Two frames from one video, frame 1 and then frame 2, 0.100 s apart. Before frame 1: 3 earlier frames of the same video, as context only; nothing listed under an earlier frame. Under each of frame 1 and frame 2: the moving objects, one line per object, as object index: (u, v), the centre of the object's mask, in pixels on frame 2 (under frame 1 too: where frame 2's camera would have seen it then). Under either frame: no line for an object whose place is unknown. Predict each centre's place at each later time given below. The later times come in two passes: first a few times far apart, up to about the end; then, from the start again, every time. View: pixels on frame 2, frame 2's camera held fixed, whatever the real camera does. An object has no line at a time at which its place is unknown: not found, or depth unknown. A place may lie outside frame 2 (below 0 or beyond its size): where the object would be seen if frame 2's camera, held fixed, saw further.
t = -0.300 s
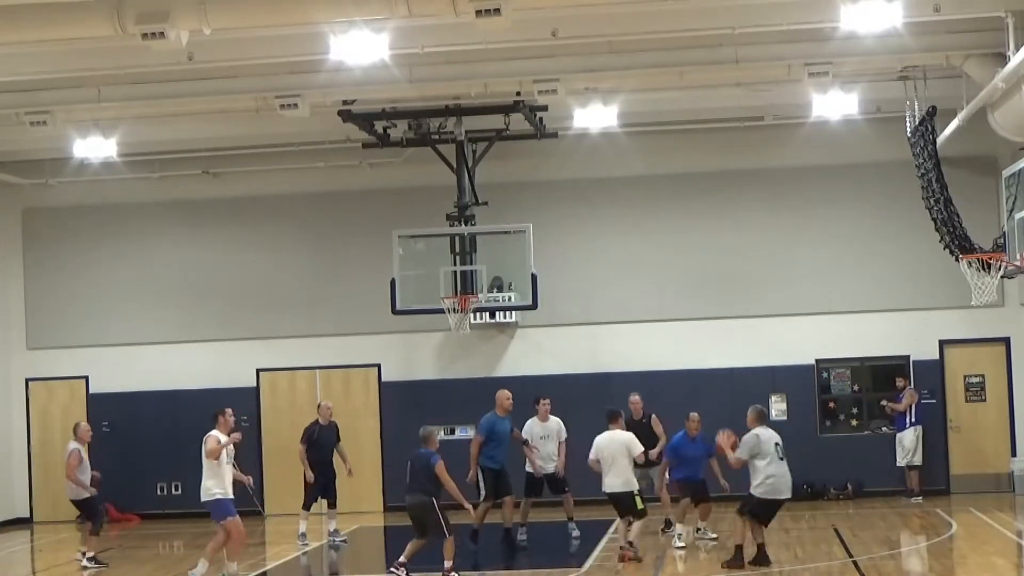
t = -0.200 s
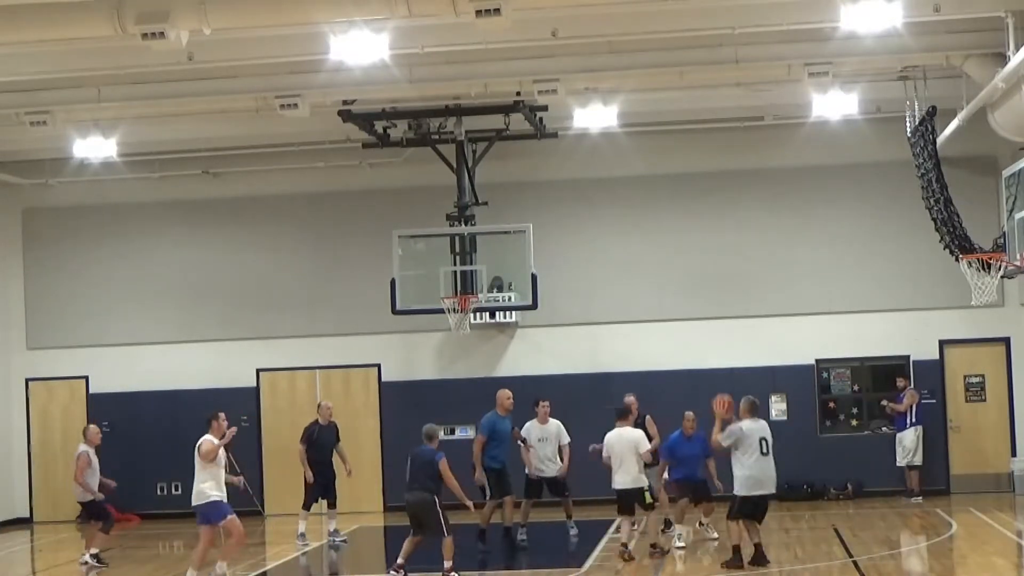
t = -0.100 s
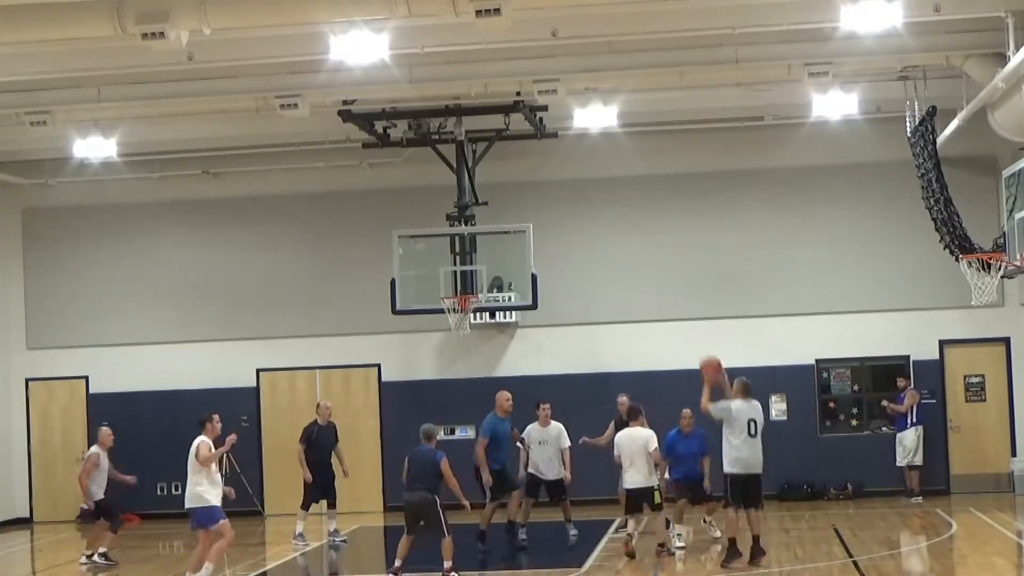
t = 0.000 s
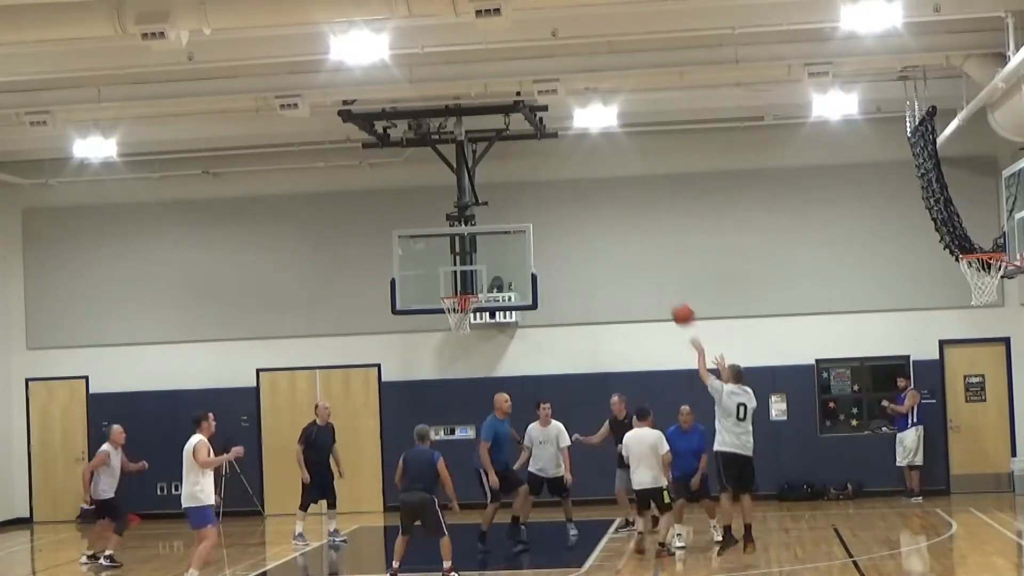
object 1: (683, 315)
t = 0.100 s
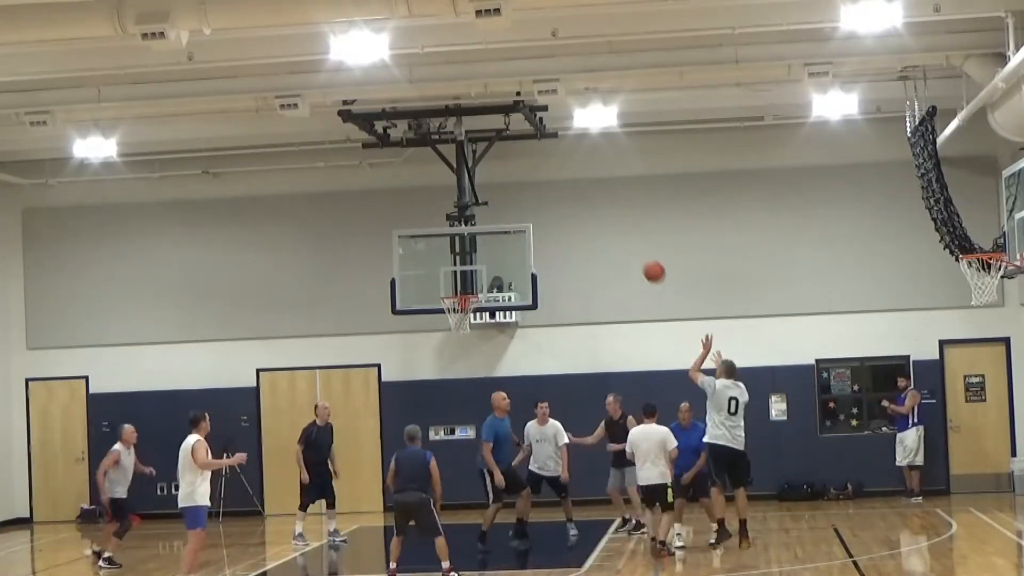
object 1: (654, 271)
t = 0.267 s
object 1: (610, 223)
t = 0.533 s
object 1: (549, 200)
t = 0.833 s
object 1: (491, 242)
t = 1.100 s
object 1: (447, 315)
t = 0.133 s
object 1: (645, 259)
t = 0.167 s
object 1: (636, 249)
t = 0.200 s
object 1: (627, 239)
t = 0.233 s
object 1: (618, 231)
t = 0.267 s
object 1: (610, 223)
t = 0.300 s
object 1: (601, 216)
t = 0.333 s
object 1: (594, 211)
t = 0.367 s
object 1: (586, 207)
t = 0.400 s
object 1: (578, 204)
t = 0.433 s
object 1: (570, 201)
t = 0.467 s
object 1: (563, 200)
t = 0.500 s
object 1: (556, 200)
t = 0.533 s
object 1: (549, 200)
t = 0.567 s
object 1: (542, 202)
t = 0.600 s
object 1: (535, 204)
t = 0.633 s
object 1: (528, 207)
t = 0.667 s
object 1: (522, 211)
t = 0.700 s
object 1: (515, 215)
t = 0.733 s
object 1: (509, 221)
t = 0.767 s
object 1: (503, 227)
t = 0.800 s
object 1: (497, 235)
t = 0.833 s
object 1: (491, 242)
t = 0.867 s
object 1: (486, 250)
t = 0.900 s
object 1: (480, 260)
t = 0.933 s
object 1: (475, 271)
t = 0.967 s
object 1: (469, 281)
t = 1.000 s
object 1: (465, 289)
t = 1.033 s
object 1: (461, 299)
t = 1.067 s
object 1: (452, 308)
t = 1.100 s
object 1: (447, 315)
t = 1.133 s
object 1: (444, 316)
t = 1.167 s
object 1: (445, 314)
